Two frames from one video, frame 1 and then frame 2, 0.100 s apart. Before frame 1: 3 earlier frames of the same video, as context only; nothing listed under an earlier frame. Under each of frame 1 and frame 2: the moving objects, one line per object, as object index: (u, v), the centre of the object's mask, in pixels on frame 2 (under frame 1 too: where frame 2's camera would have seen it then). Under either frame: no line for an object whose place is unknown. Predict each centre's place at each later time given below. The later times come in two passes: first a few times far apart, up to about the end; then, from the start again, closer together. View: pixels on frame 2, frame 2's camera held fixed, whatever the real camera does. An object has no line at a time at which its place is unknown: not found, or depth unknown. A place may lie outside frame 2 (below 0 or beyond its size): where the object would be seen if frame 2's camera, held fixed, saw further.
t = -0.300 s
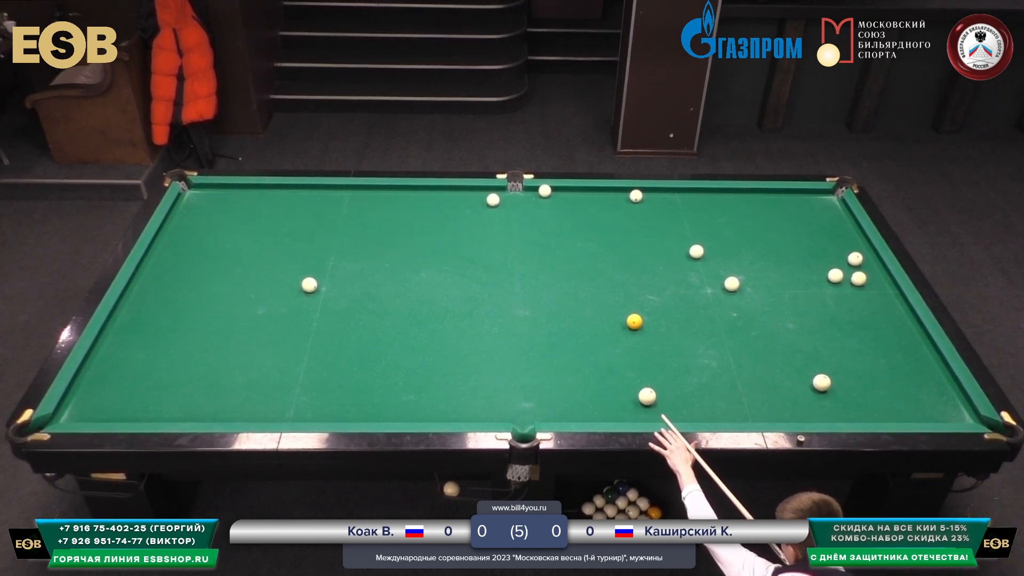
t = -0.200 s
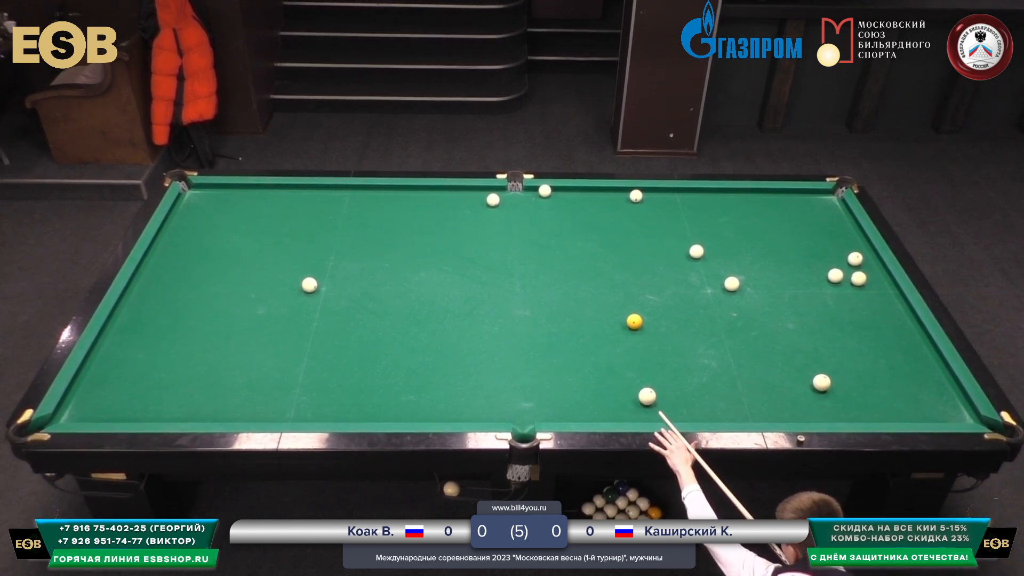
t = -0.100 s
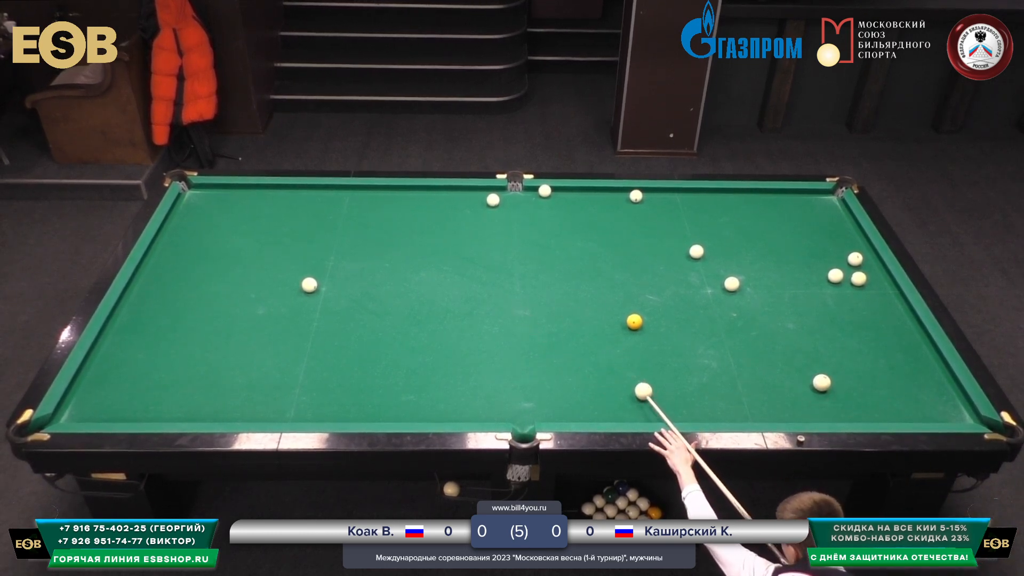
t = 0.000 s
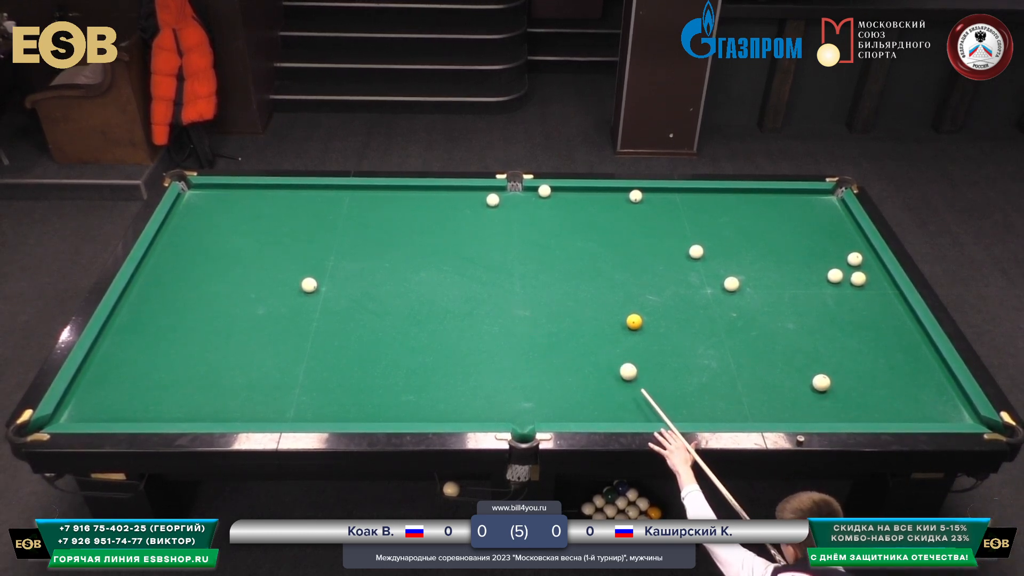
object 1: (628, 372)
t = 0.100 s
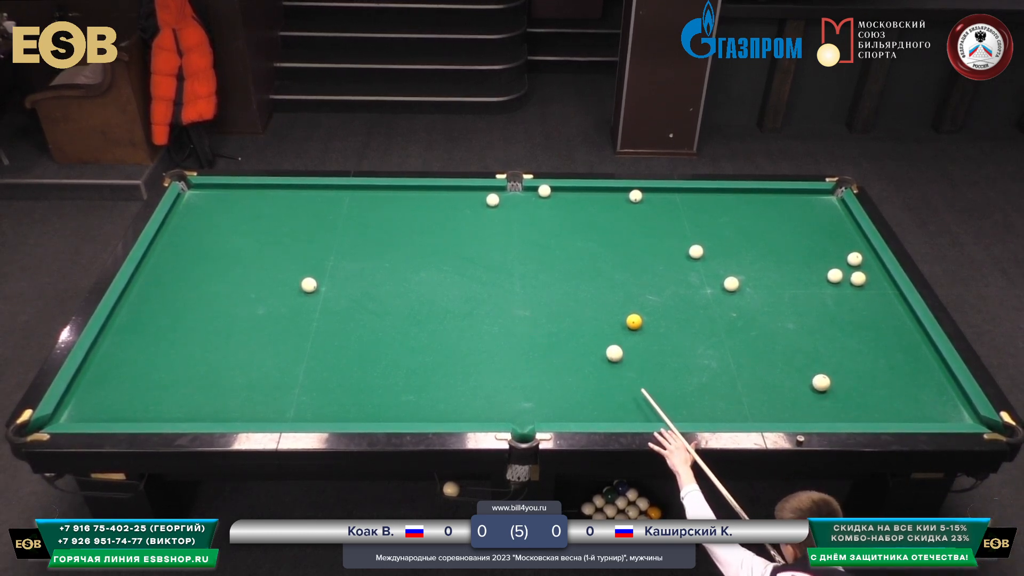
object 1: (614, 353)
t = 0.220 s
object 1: (599, 333)
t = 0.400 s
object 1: (577, 304)
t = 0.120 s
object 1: (611, 350)
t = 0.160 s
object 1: (606, 343)
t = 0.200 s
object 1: (601, 336)
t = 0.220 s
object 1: (599, 333)
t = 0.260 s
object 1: (593, 326)
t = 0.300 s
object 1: (589, 320)
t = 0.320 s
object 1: (586, 317)
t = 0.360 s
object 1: (582, 310)
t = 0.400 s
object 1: (577, 304)
